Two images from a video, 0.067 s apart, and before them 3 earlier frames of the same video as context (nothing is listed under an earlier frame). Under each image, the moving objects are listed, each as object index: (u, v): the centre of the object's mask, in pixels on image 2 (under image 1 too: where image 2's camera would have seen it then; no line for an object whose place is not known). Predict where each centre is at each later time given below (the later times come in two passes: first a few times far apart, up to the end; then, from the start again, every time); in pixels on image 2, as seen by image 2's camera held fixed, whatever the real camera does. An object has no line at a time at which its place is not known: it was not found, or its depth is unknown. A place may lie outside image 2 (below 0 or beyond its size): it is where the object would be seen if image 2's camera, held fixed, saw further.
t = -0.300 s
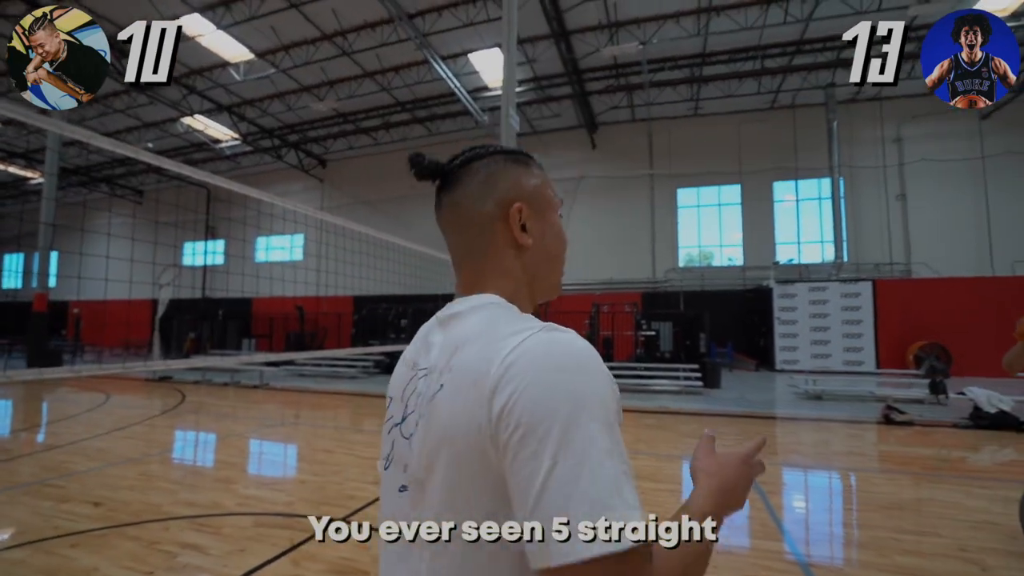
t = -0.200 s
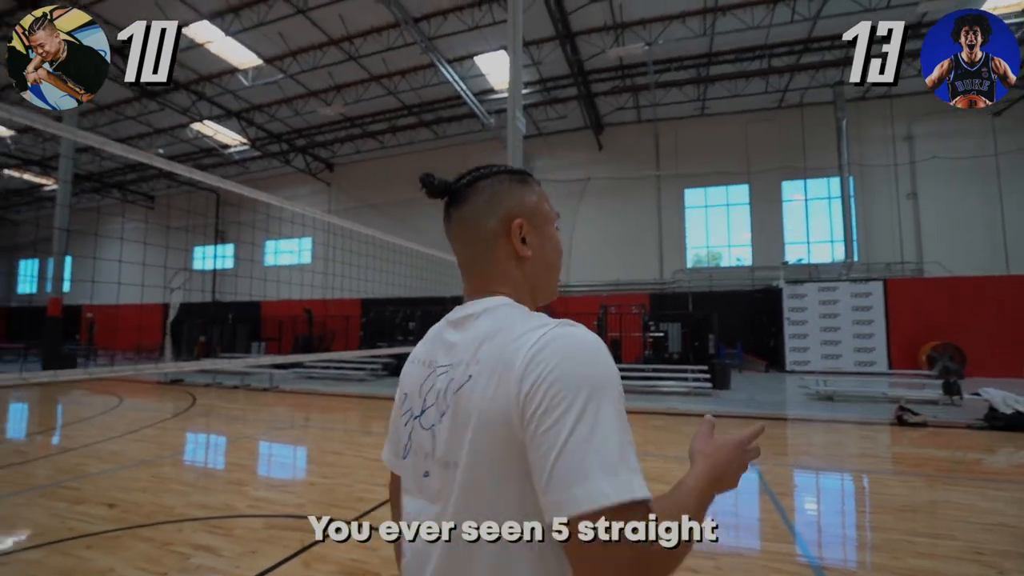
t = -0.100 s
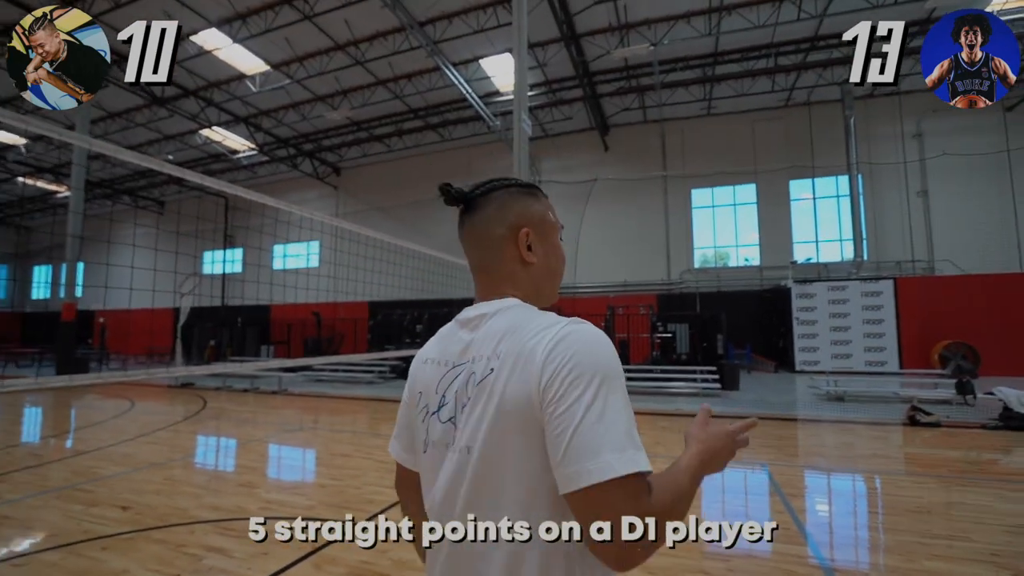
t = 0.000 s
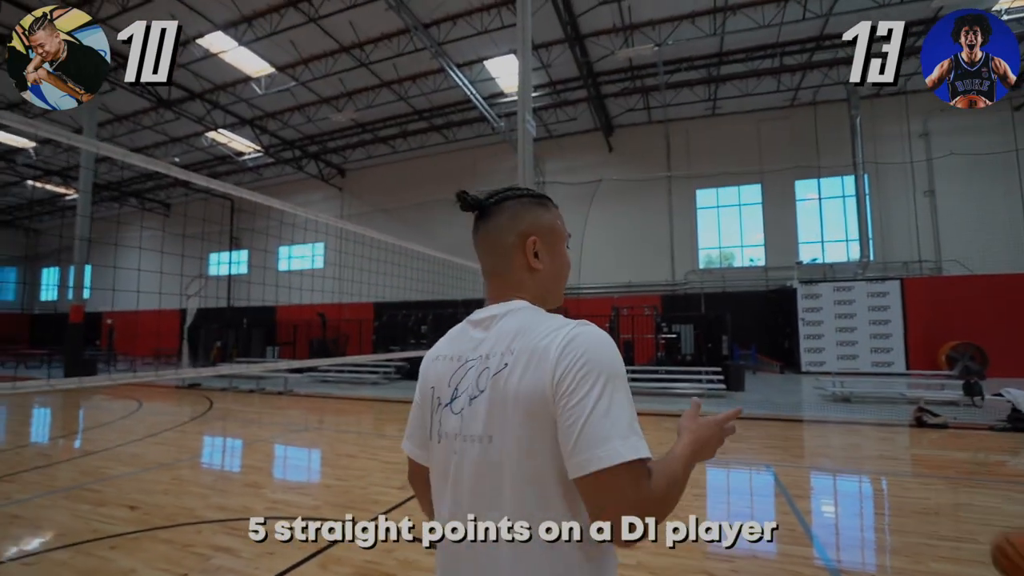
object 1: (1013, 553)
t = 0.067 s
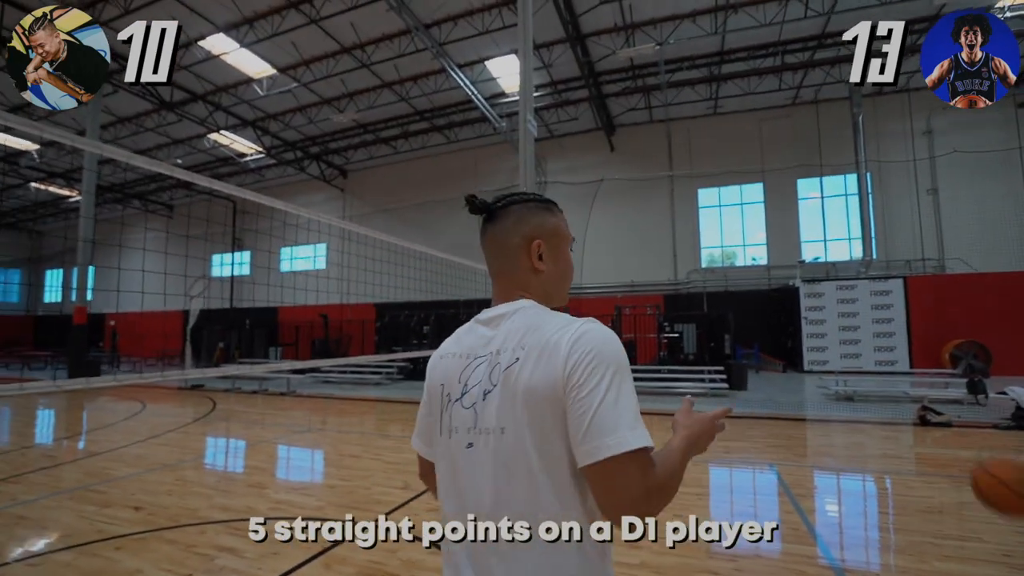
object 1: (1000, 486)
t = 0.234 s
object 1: (949, 350)
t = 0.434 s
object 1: (873, 271)
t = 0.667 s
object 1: (783, 299)
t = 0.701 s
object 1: (769, 315)
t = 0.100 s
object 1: (992, 455)
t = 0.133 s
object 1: (985, 425)
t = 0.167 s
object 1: (974, 398)
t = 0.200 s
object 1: (960, 371)
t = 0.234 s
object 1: (949, 350)
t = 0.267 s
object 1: (936, 330)
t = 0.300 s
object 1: (923, 314)
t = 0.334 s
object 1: (911, 299)
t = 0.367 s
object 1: (898, 287)
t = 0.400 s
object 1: (885, 278)
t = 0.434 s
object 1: (873, 271)
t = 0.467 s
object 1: (861, 266)
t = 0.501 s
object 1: (848, 265)
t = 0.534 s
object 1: (835, 267)
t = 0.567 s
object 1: (822, 271)
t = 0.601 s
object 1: (809, 278)
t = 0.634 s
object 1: (797, 288)
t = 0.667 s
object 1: (783, 299)
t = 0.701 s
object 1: (769, 315)
